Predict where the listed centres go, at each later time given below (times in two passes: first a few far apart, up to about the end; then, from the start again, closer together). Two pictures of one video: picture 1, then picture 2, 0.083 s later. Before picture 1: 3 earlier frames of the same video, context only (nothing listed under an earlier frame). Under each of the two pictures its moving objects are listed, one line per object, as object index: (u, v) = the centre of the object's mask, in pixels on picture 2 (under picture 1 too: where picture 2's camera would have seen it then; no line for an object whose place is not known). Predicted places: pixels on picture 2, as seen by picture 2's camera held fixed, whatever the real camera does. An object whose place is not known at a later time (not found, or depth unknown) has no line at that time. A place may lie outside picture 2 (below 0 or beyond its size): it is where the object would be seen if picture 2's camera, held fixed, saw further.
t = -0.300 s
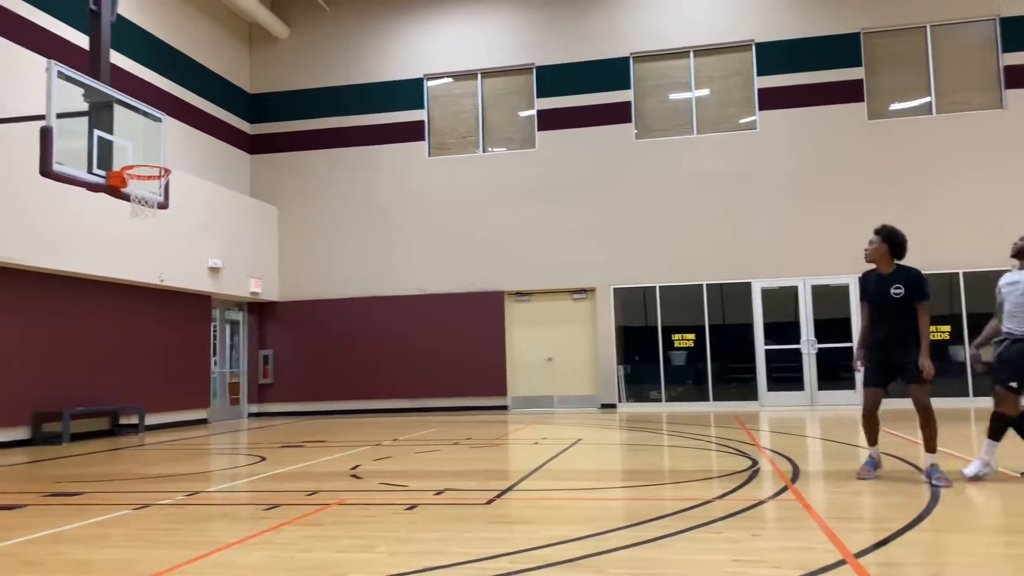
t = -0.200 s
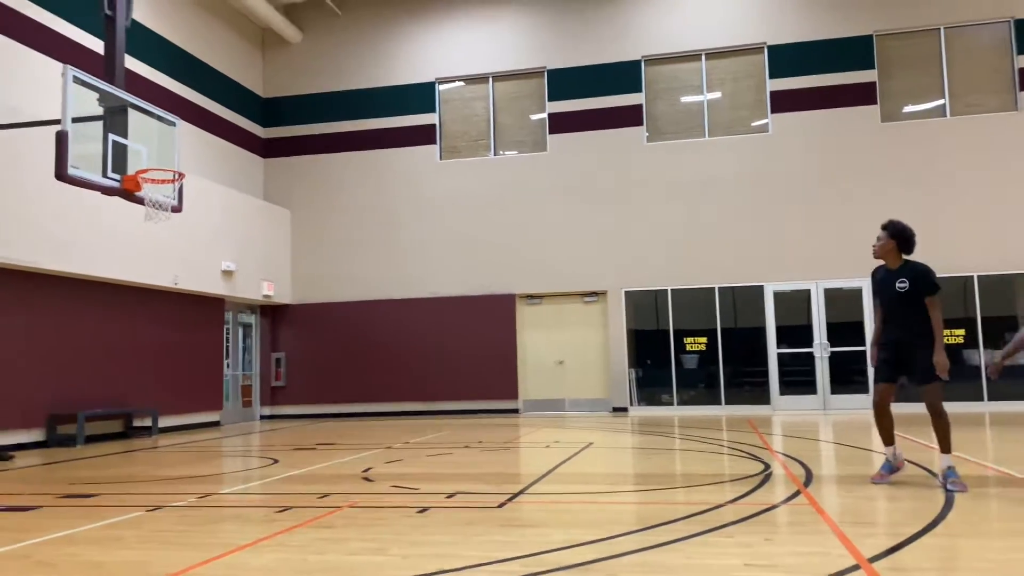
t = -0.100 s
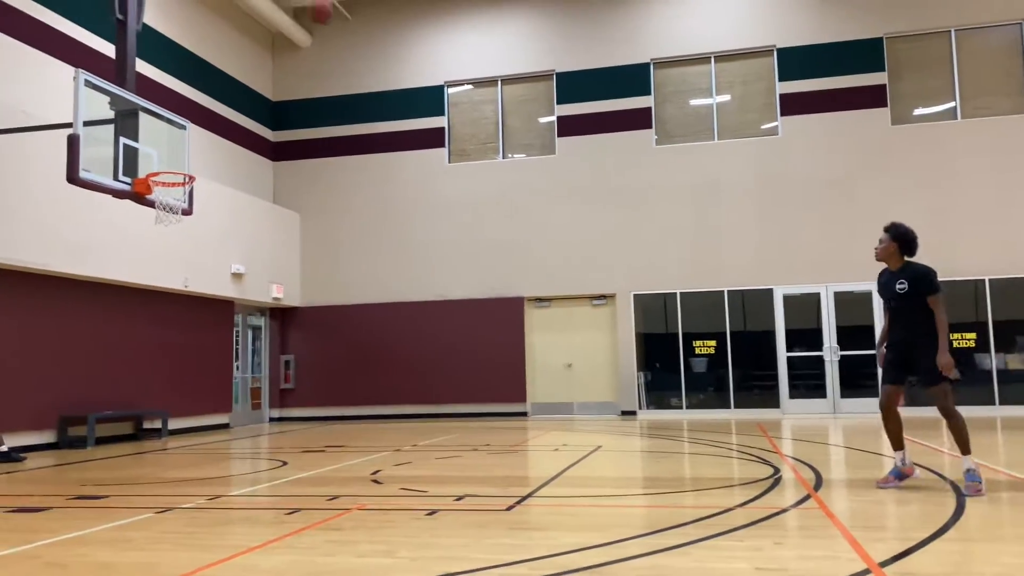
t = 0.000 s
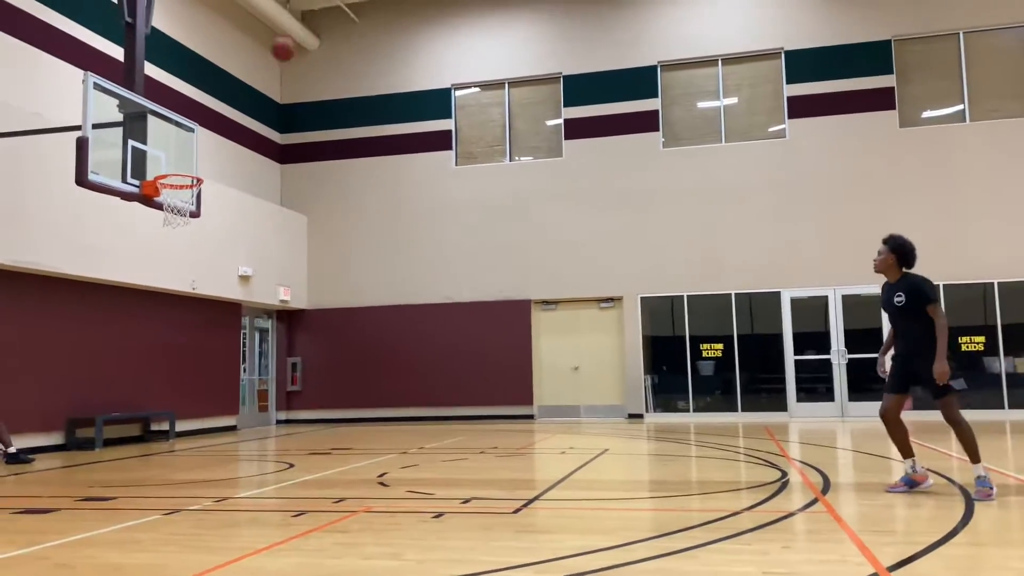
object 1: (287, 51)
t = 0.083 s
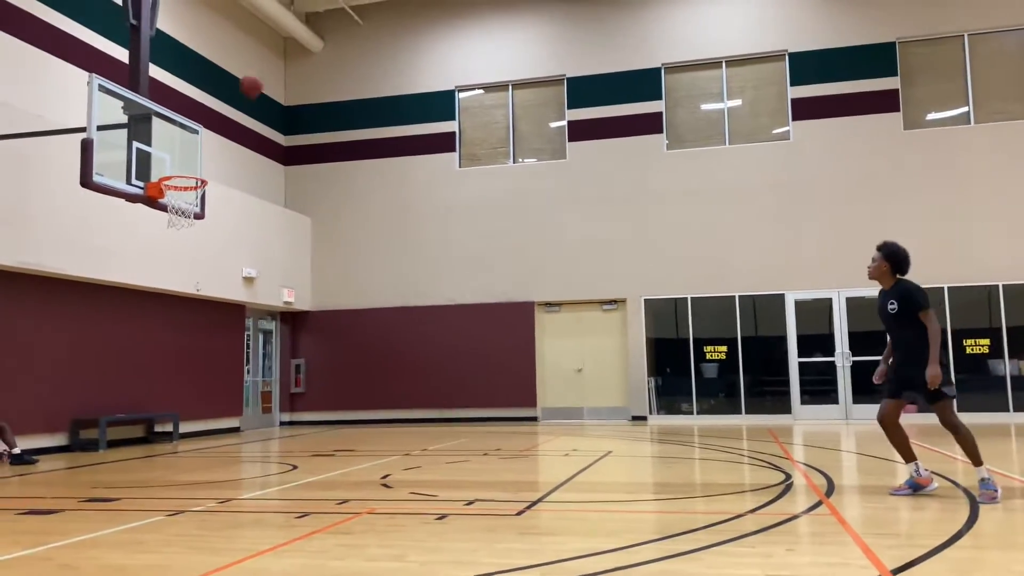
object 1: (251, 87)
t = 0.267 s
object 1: (176, 172)
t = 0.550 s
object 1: (247, 136)
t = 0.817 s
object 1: (324, 154)
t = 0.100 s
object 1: (244, 94)
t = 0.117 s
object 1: (238, 100)
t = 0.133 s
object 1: (231, 108)
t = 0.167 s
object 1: (217, 124)
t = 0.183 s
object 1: (211, 132)
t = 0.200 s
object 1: (203, 142)
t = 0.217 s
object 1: (196, 151)
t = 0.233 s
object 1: (190, 160)
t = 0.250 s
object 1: (183, 168)
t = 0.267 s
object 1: (176, 172)
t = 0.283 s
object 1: (173, 172)
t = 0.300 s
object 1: (171, 170)
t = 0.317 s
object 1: (176, 167)
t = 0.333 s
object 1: (181, 164)
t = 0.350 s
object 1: (187, 161)
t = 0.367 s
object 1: (192, 157)
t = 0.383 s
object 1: (197, 154)
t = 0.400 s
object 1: (202, 151)
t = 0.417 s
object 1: (207, 148)
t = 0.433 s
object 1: (212, 146)
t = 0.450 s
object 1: (217, 143)
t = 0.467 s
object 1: (222, 141)
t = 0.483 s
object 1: (228, 140)
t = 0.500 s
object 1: (232, 138)
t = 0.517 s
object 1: (237, 137)
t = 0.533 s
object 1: (242, 136)
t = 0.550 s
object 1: (247, 136)
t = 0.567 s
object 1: (252, 136)
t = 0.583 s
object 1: (256, 136)
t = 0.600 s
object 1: (261, 135)
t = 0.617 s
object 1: (267, 135)
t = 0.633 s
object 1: (272, 135)
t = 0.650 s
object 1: (276, 136)
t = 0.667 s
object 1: (281, 137)
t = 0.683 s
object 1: (285, 138)
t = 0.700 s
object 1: (290, 139)
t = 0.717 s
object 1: (295, 141)
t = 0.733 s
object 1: (300, 143)
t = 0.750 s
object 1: (305, 145)
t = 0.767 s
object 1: (309, 148)
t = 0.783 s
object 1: (314, 150)
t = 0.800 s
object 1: (319, 153)
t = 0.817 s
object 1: (324, 154)
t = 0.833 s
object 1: (329, 157)
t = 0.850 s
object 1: (333, 161)
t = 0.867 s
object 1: (338, 164)
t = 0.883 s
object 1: (343, 168)
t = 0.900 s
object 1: (348, 173)
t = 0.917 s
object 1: (352, 177)
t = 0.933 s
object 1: (357, 182)
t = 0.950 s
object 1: (360, 187)
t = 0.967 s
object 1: (366, 191)
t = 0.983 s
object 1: (371, 196)
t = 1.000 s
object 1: (376, 202)
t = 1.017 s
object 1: (381, 207)
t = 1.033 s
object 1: (385, 213)
